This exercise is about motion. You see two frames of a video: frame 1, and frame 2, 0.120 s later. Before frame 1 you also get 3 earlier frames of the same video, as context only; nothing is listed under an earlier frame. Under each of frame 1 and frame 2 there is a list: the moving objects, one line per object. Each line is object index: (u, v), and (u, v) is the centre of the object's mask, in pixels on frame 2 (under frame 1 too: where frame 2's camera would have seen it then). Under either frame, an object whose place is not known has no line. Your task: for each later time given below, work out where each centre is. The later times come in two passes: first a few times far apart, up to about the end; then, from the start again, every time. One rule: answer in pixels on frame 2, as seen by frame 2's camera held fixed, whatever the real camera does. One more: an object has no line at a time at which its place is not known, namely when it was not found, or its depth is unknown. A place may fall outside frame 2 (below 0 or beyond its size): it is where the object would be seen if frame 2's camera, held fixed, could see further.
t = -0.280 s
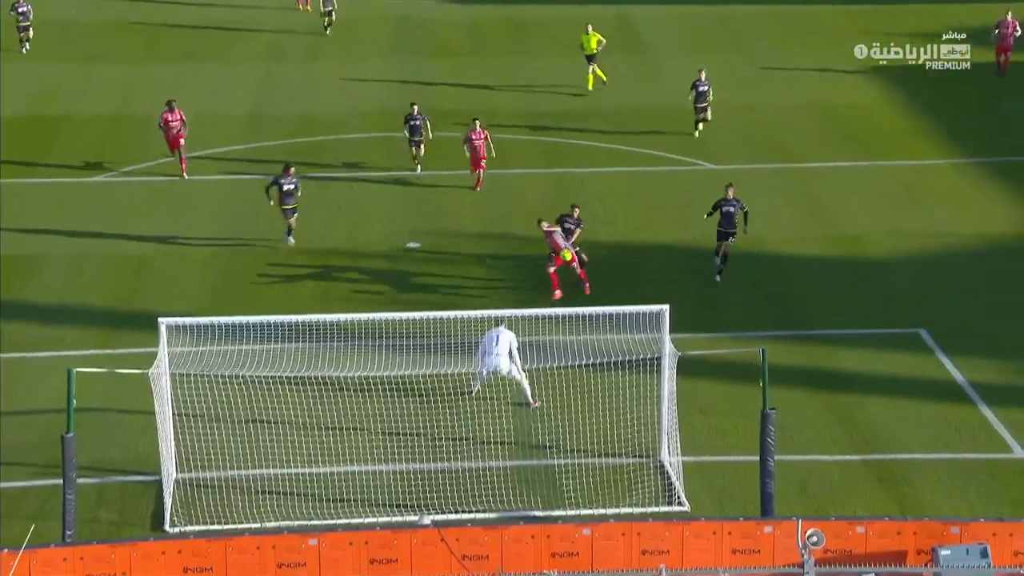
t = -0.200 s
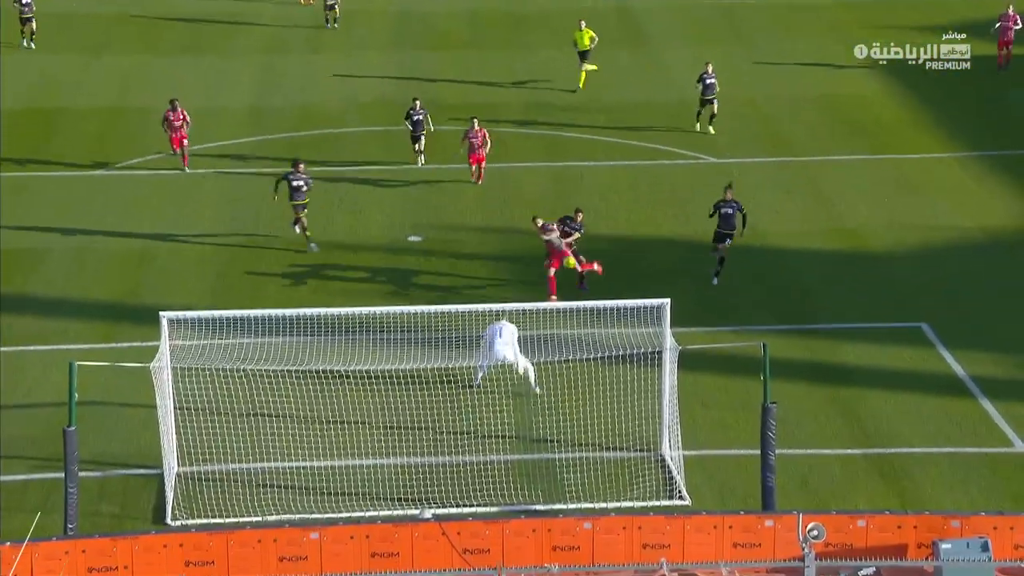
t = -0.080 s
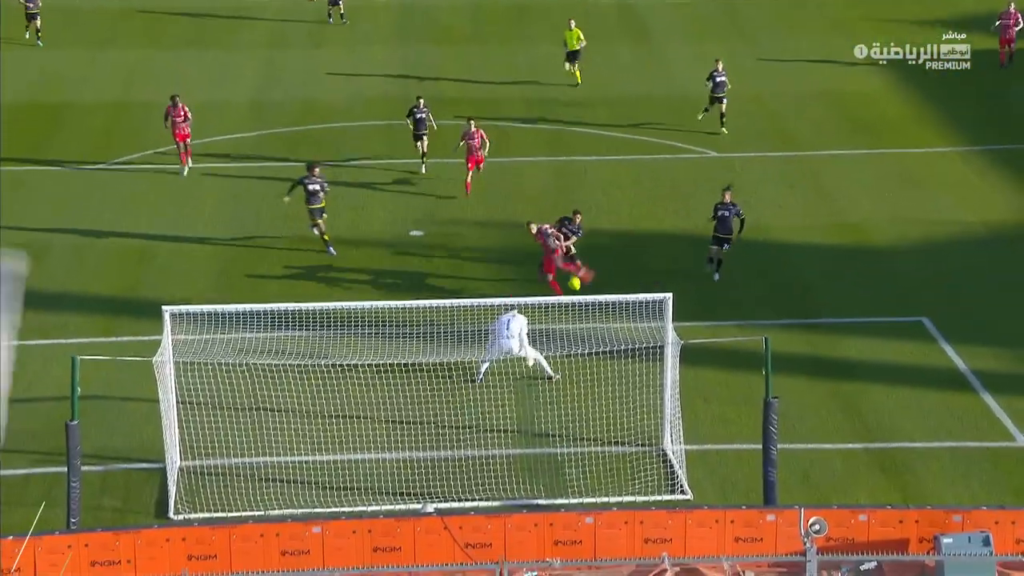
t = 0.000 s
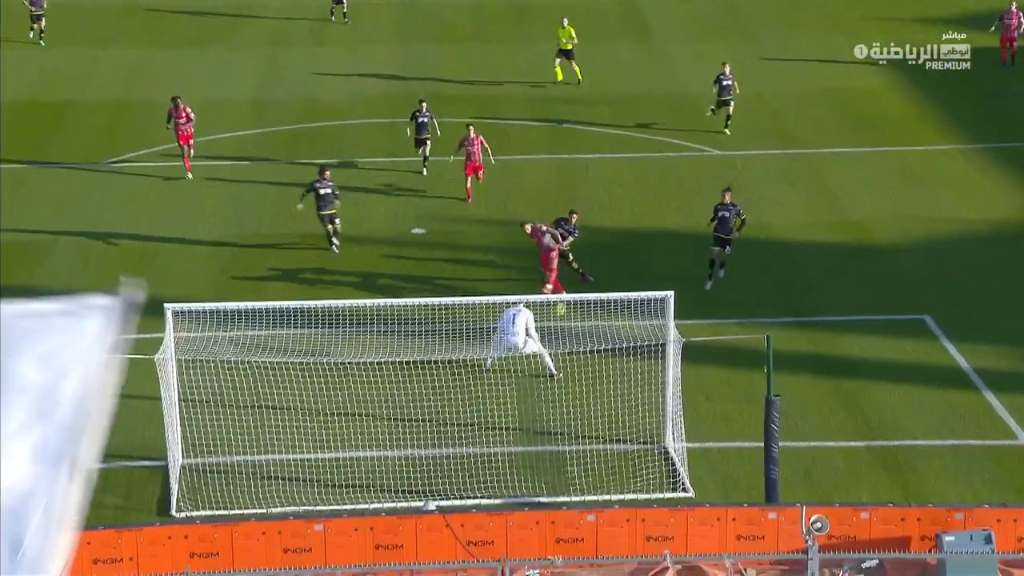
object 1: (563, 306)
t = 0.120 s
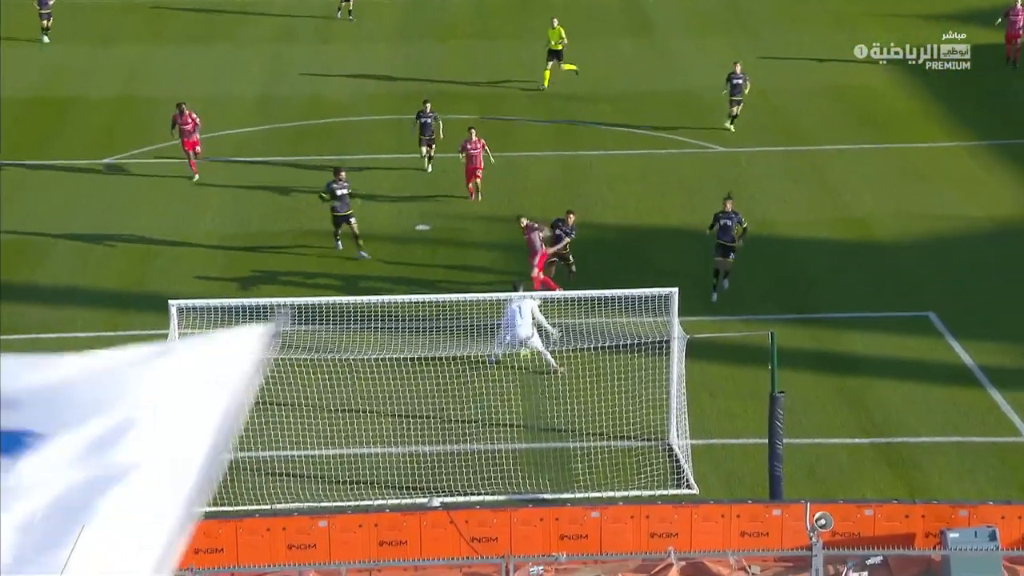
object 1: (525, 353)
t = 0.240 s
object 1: (488, 378)
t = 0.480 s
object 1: (411, 459)
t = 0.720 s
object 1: (354, 495)
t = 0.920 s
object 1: (323, 475)
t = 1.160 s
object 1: (290, 476)
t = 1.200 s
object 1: (284, 479)
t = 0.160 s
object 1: (512, 360)
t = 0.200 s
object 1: (500, 368)
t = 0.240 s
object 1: (488, 378)
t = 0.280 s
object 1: (475, 387)
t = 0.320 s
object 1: (462, 400)
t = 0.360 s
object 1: (450, 412)
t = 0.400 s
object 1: (438, 426)
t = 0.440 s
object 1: (425, 441)
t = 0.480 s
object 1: (411, 459)
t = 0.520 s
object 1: (398, 477)
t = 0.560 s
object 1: (384, 496)
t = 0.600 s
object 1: (375, 501)
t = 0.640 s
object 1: (366, 501)
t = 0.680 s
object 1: (360, 499)
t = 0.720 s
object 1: (354, 495)
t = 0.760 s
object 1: (347, 491)
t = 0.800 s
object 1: (341, 486)
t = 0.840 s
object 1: (334, 481)
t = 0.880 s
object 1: (329, 477)
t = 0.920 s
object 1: (323, 475)
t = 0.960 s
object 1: (318, 473)
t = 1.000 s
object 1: (312, 472)
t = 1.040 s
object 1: (308, 471)
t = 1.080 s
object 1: (301, 471)
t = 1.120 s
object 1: (297, 473)
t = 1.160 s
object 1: (290, 476)
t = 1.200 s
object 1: (284, 479)
